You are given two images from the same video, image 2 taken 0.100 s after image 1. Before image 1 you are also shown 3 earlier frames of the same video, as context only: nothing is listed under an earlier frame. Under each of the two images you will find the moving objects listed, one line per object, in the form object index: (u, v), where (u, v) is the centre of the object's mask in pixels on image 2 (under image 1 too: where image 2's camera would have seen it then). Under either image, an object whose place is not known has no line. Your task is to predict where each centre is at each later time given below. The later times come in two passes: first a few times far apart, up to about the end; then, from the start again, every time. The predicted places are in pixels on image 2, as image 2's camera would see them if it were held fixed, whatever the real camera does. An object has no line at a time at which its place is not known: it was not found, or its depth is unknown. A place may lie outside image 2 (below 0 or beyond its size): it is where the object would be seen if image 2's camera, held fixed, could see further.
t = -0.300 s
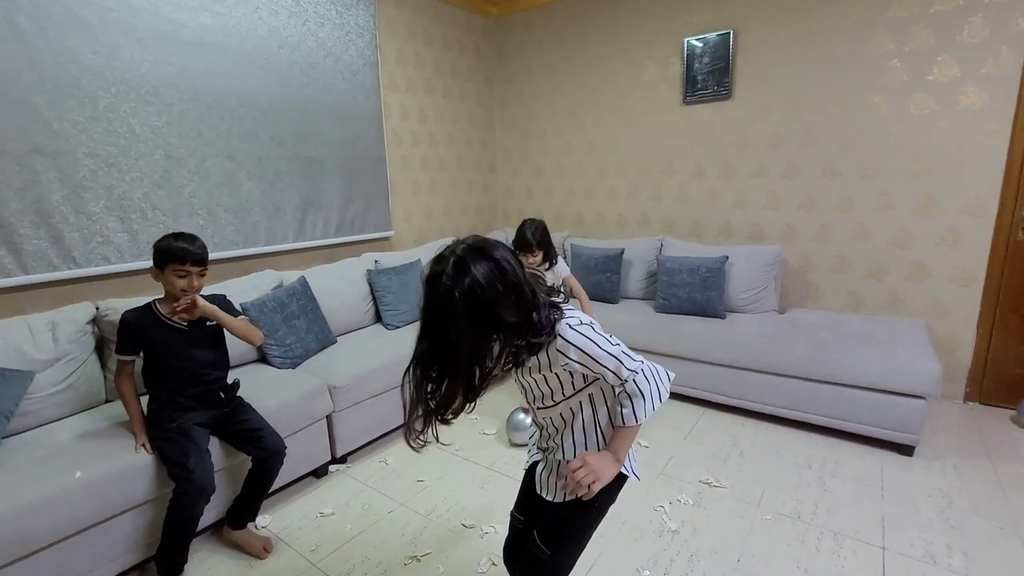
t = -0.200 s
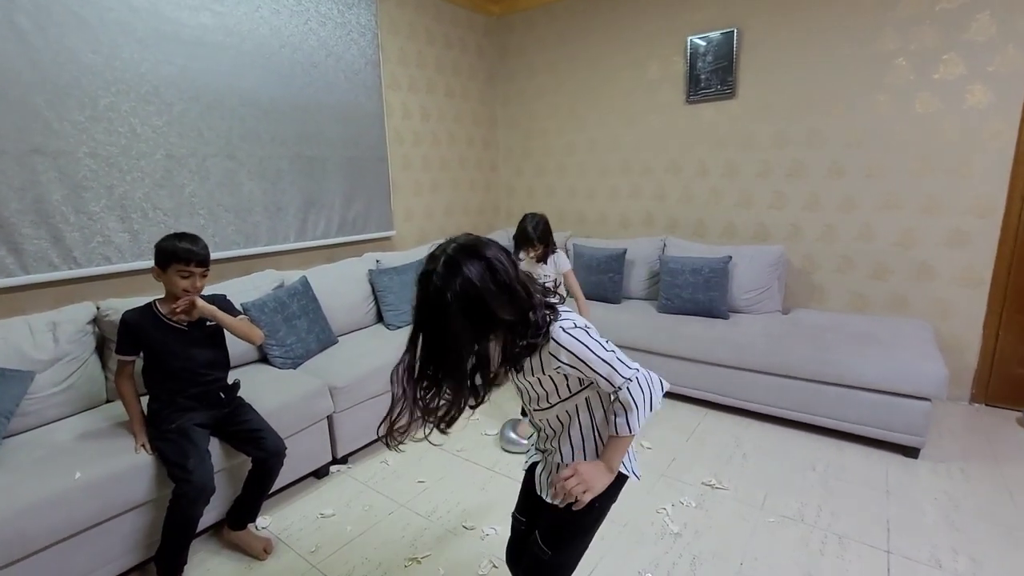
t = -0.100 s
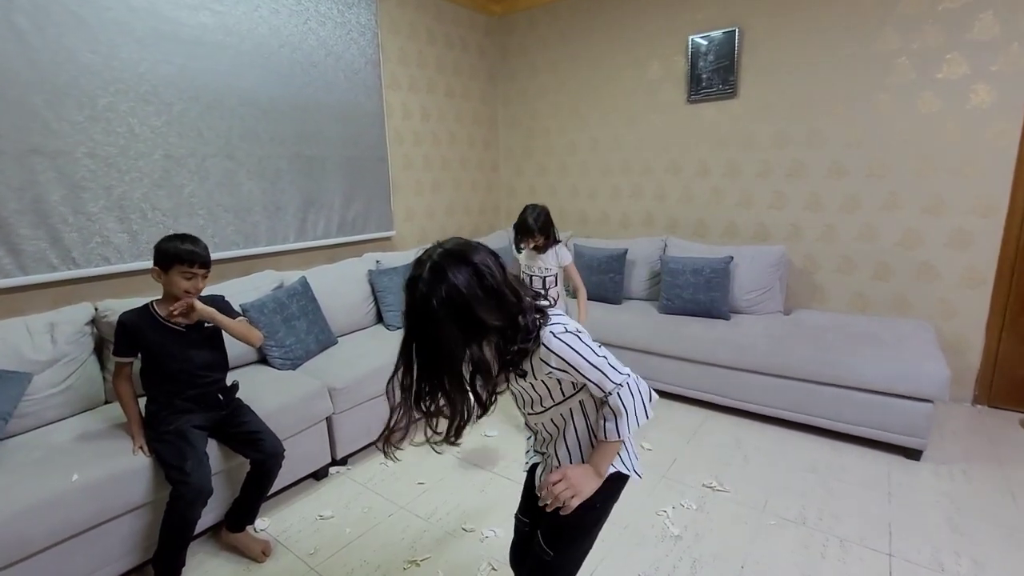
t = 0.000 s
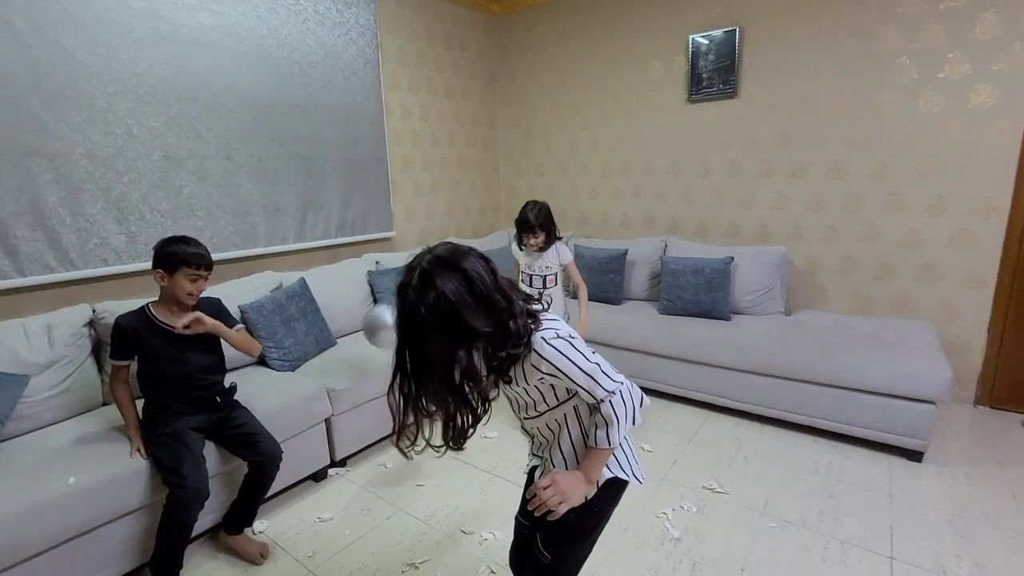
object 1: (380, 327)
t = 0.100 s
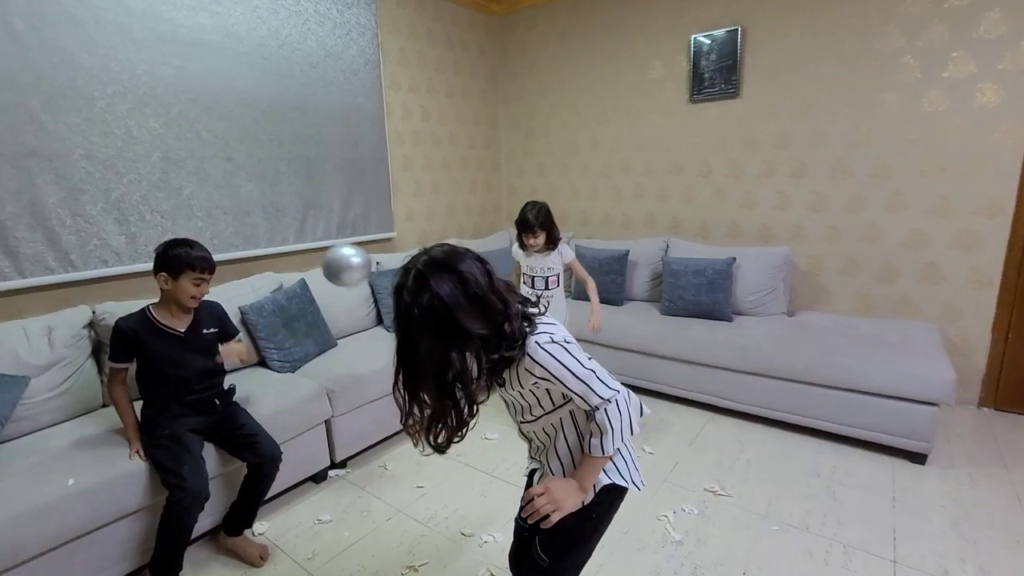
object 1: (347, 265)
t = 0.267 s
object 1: (322, 208)
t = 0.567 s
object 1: (289, 188)
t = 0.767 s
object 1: (268, 204)
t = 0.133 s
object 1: (340, 247)
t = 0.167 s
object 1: (335, 237)
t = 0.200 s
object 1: (325, 225)
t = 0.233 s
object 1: (324, 214)
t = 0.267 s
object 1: (322, 208)
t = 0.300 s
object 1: (316, 203)
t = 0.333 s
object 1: (312, 196)
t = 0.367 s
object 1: (311, 192)
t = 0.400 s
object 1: (308, 191)
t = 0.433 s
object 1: (303, 190)
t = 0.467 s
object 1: (297, 186)
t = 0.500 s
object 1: (296, 184)
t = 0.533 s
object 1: (294, 186)
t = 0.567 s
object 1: (289, 188)
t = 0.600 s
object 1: (284, 189)
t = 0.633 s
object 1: (280, 188)
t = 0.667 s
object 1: (279, 190)
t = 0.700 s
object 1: (277, 195)
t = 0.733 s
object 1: (273, 200)
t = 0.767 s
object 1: (268, 204)
